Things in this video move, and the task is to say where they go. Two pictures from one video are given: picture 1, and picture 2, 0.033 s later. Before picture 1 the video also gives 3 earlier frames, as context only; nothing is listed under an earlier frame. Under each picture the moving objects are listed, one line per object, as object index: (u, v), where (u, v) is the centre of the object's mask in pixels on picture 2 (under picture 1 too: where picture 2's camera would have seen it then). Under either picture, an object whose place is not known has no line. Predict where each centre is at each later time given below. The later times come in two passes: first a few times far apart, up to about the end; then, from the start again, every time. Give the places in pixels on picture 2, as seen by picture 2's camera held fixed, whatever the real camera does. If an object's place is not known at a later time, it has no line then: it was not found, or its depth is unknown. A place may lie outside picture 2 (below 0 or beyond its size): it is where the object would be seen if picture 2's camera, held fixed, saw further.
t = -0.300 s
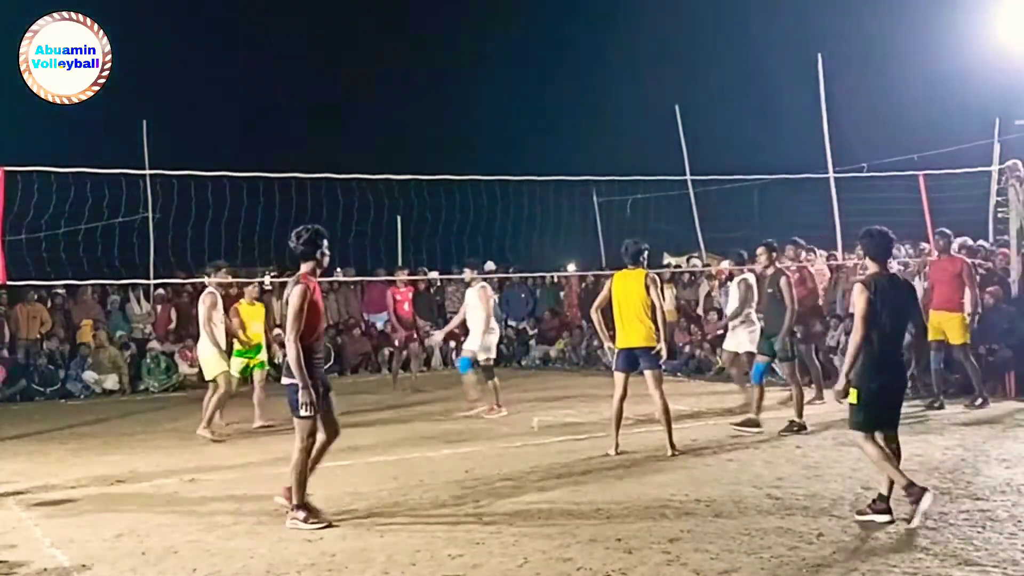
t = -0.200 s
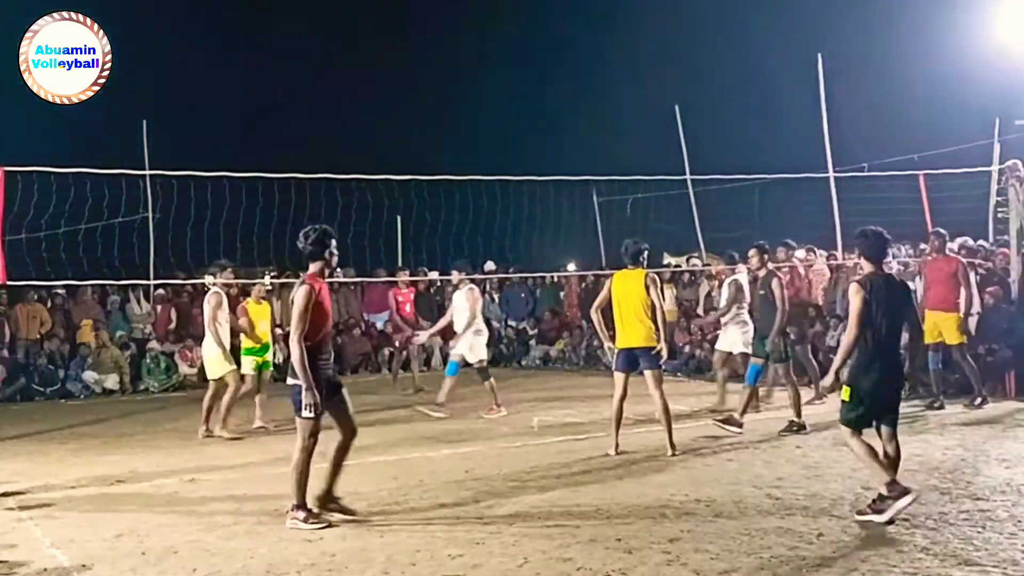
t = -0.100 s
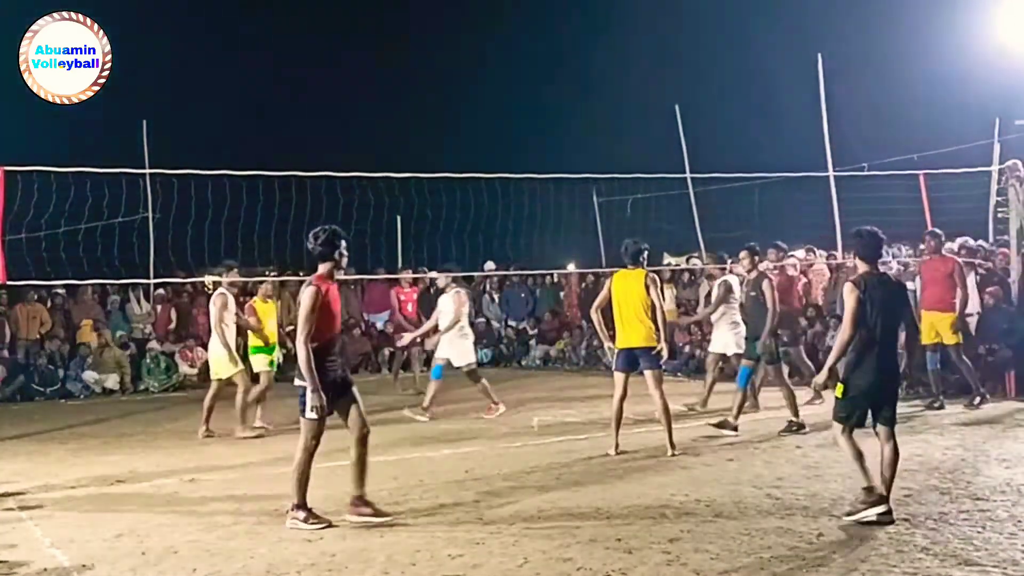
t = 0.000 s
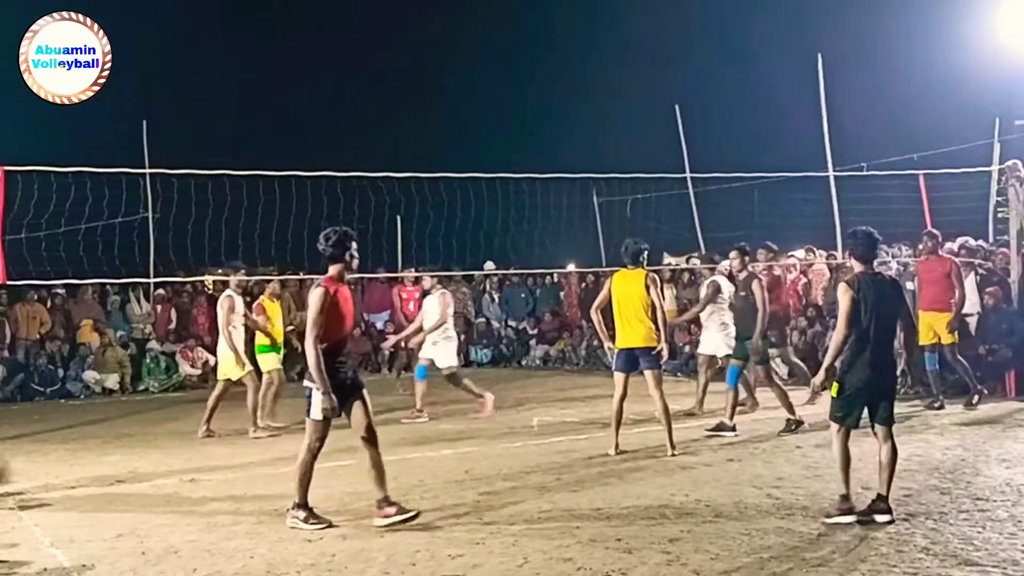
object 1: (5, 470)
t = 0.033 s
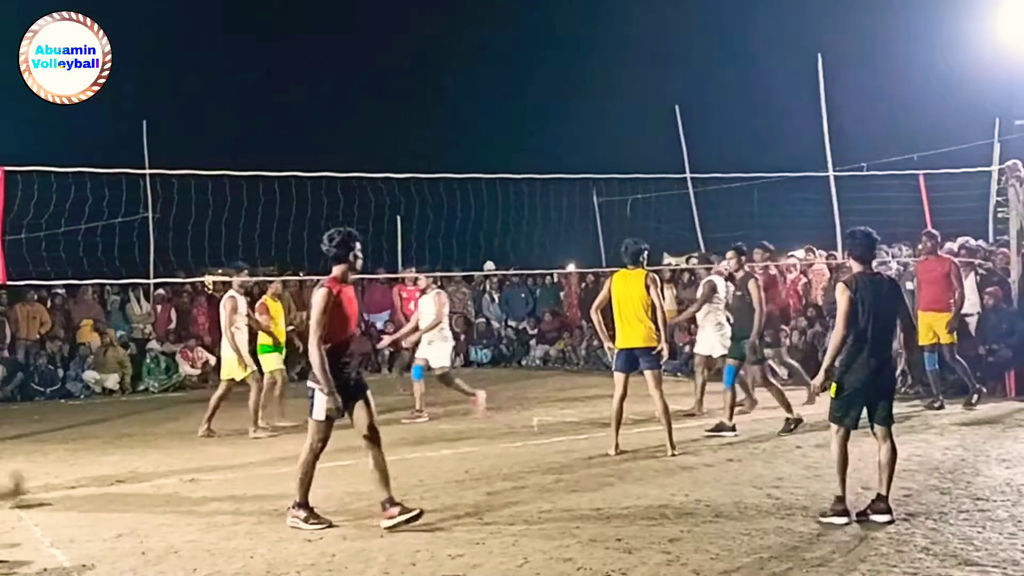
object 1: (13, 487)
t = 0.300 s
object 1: (54, 414)
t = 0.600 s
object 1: (100, 430)
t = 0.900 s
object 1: (153, 433)
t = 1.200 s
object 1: (207, 436)
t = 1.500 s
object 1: (251, 419)
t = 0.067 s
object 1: (21, 487)
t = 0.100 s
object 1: (26, 471)
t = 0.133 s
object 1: (30, 459)
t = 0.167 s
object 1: (35, 446)
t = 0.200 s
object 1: (38, 436)
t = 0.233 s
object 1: (44, 427)
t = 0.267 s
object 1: (49, 419)
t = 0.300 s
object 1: (54, 414)
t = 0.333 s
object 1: (60, 410)
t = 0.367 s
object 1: (65, 407)
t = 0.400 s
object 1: (70, 406)
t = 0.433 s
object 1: (76, 407)
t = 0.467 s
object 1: (81, 409)
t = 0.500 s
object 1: (85, 412)
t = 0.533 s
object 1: (90, 416)
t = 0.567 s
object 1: (95, 422)
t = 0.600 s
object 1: (100, 430)
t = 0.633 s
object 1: (105, 438)
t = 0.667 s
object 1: (110, 448)
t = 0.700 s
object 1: (115, 459)
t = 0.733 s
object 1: (120, 470)
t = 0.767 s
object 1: (127, 466)
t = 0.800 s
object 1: (134, 456)
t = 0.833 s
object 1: (141, 446)
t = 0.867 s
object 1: (146, 439)
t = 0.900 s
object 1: (153, 433)
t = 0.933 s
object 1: (159, 427)
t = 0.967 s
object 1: (165, 424)
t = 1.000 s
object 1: (171, 423)
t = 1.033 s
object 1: (177, 421)
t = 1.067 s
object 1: (182, 422)
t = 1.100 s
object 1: (188, 423)
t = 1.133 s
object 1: (194, 426)
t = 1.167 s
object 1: (201, 430)
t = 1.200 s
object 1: (207, 436)
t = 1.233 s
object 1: (214, 442)
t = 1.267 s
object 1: (220, 450)
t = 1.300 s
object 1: (227, 461)
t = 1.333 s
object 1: (230, 453)
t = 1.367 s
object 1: (235, 444)
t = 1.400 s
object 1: (239, 435)
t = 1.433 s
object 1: (243, 428)
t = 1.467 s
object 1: (247, 423)
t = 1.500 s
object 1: (251, 419)
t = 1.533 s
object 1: (255, 417)
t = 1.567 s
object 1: (259, 415)
